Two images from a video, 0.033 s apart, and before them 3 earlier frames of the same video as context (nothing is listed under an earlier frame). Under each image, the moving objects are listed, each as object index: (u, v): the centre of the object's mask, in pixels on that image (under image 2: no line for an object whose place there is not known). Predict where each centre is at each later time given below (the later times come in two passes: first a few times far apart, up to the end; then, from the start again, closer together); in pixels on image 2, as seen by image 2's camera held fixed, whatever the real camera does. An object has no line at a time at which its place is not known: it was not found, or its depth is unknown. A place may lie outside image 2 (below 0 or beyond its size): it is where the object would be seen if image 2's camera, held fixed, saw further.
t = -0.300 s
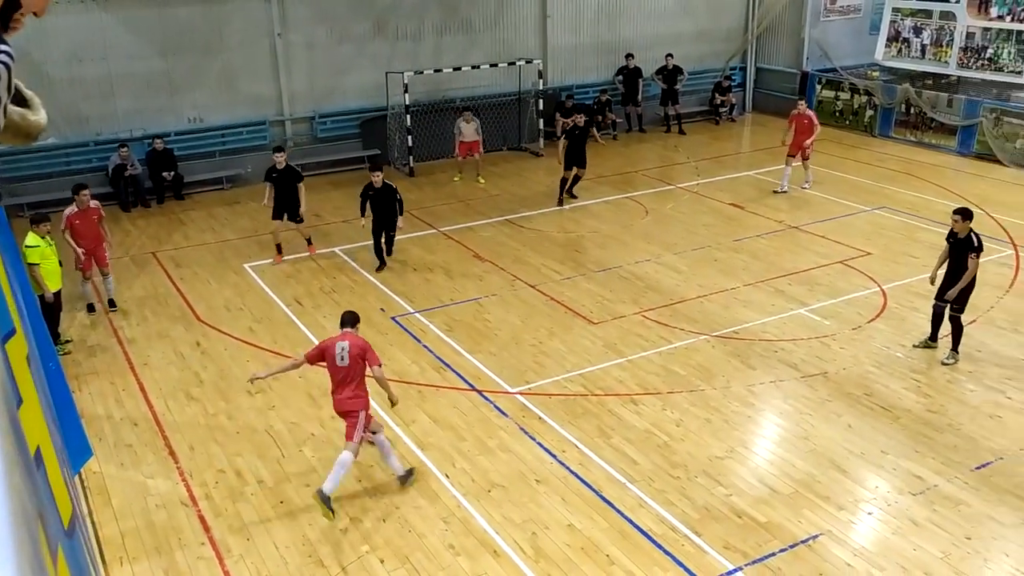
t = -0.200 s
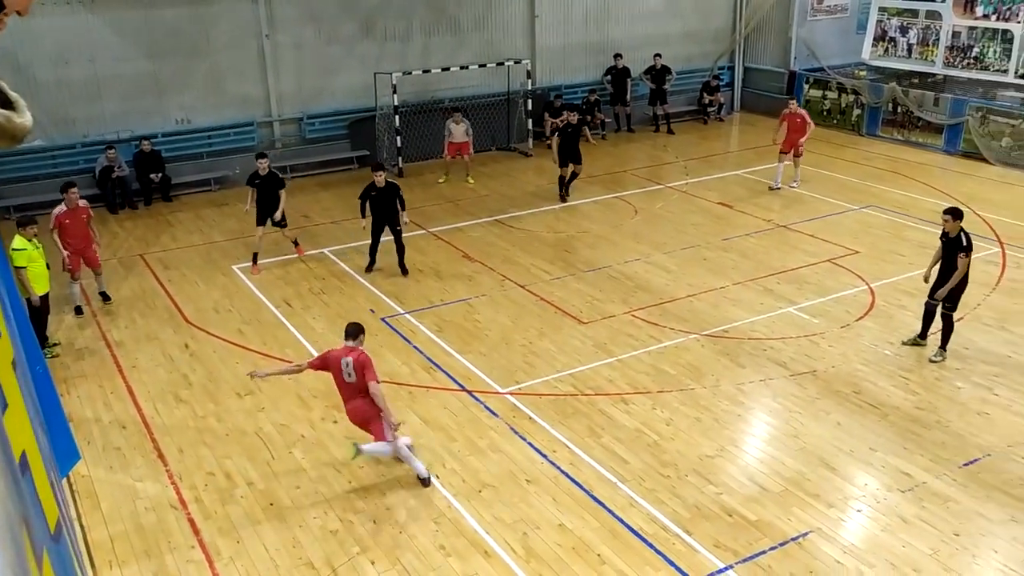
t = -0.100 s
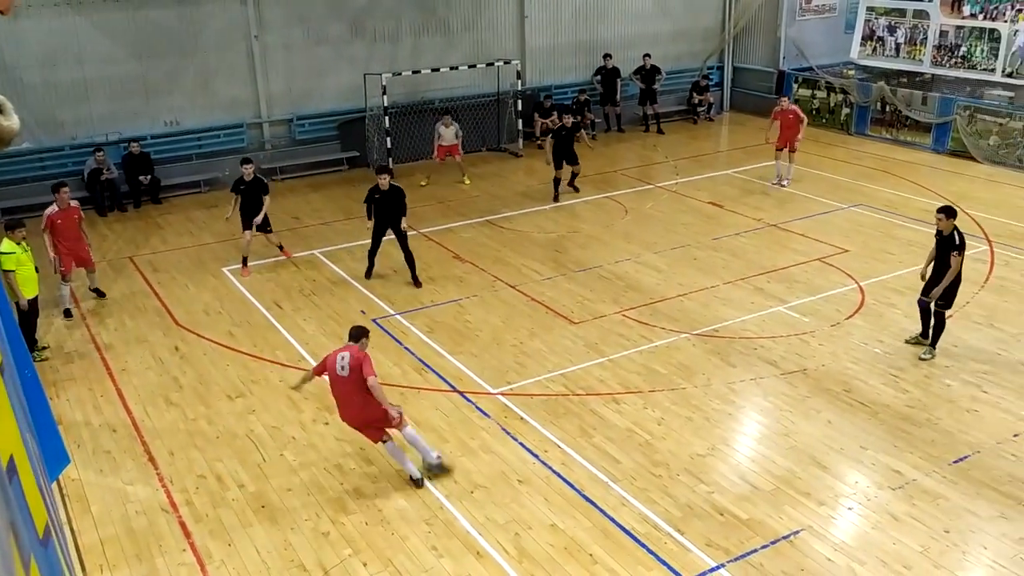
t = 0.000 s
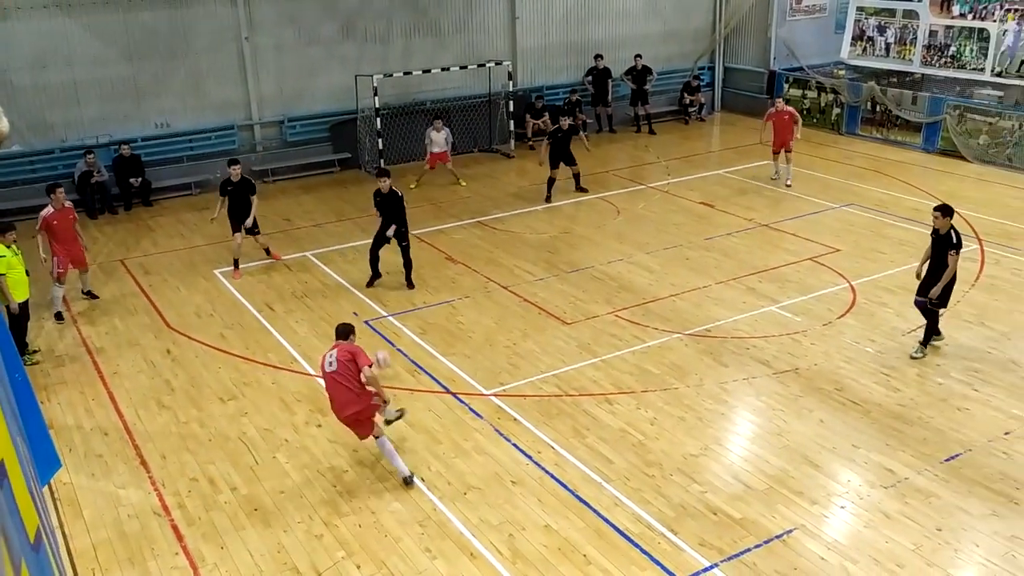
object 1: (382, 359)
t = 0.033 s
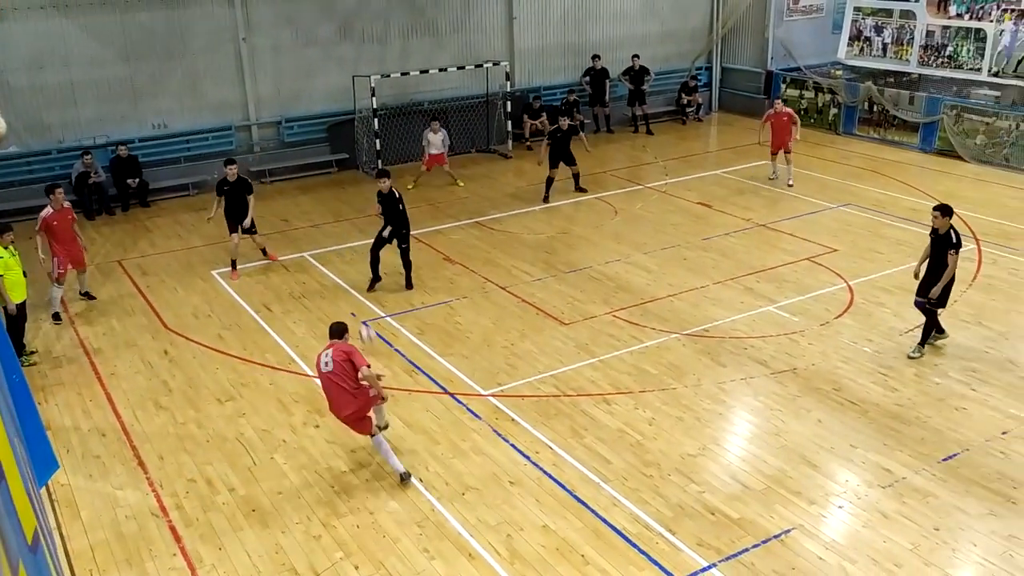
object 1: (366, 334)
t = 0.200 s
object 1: (319, 257)
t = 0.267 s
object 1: (304, 233)
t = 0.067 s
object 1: (355, 313)
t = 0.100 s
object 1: (344, 294)
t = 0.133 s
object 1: (334, 279)
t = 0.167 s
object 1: (327, 267)
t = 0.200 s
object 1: (319, 257)
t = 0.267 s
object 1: (304, 233)
